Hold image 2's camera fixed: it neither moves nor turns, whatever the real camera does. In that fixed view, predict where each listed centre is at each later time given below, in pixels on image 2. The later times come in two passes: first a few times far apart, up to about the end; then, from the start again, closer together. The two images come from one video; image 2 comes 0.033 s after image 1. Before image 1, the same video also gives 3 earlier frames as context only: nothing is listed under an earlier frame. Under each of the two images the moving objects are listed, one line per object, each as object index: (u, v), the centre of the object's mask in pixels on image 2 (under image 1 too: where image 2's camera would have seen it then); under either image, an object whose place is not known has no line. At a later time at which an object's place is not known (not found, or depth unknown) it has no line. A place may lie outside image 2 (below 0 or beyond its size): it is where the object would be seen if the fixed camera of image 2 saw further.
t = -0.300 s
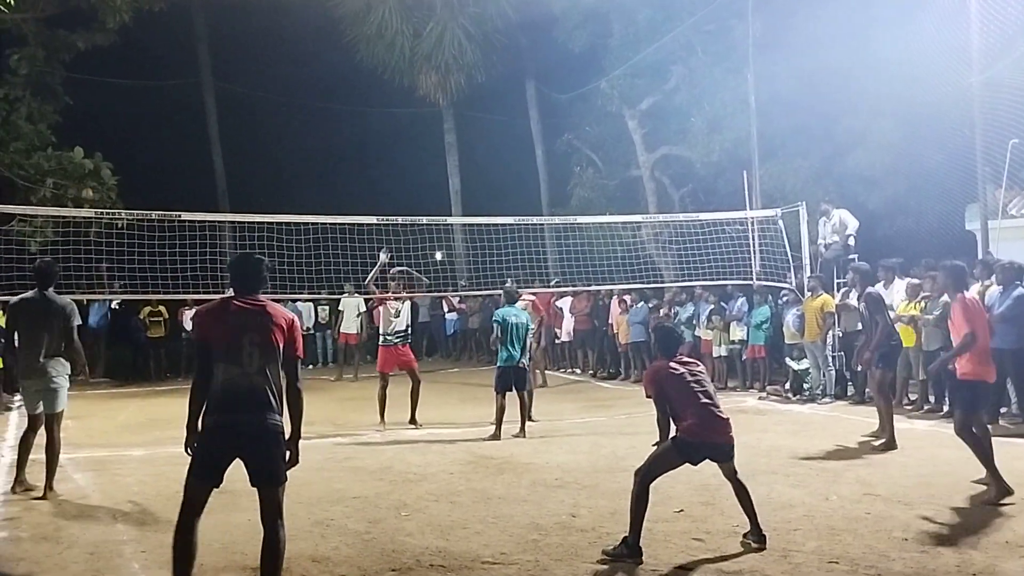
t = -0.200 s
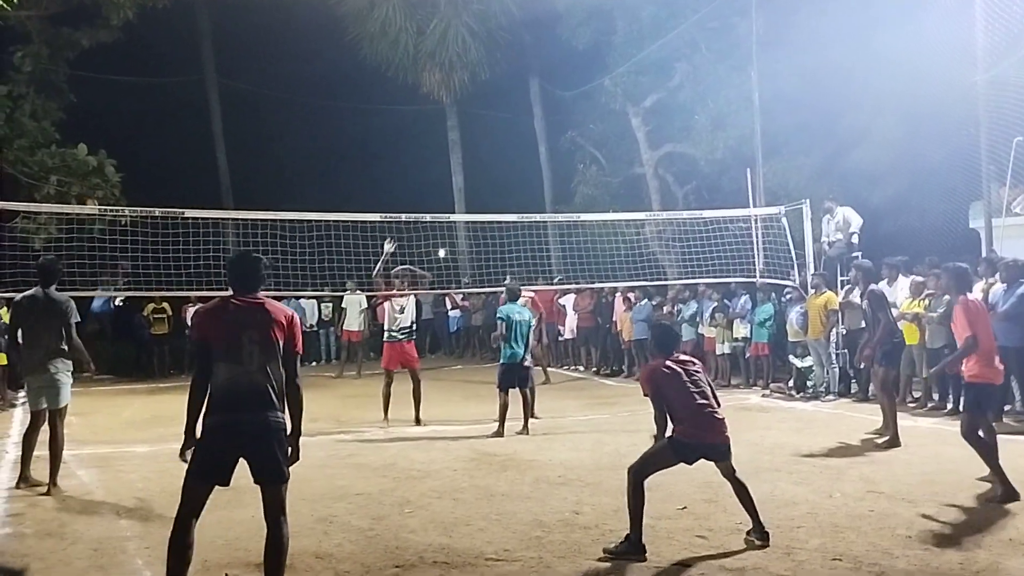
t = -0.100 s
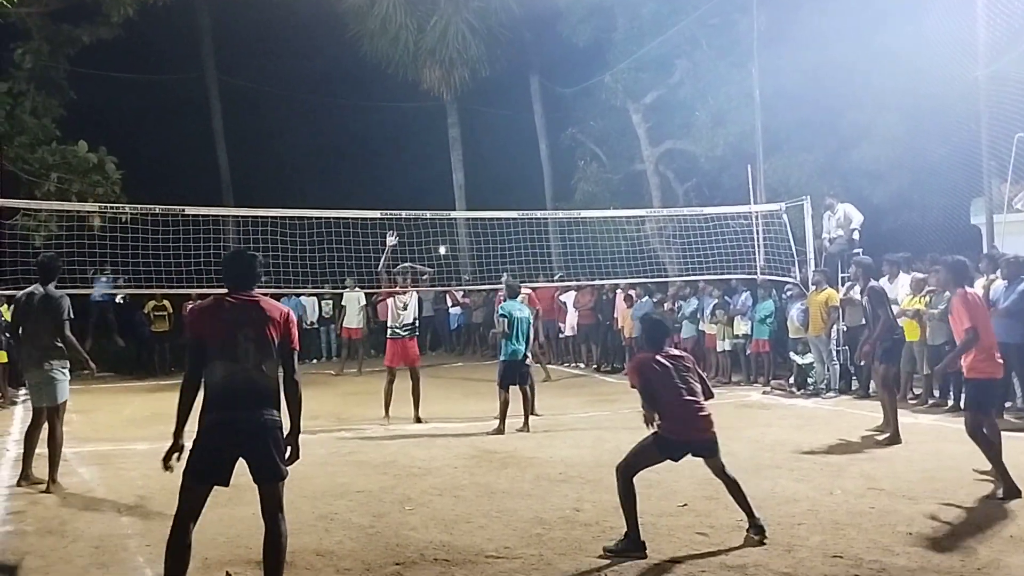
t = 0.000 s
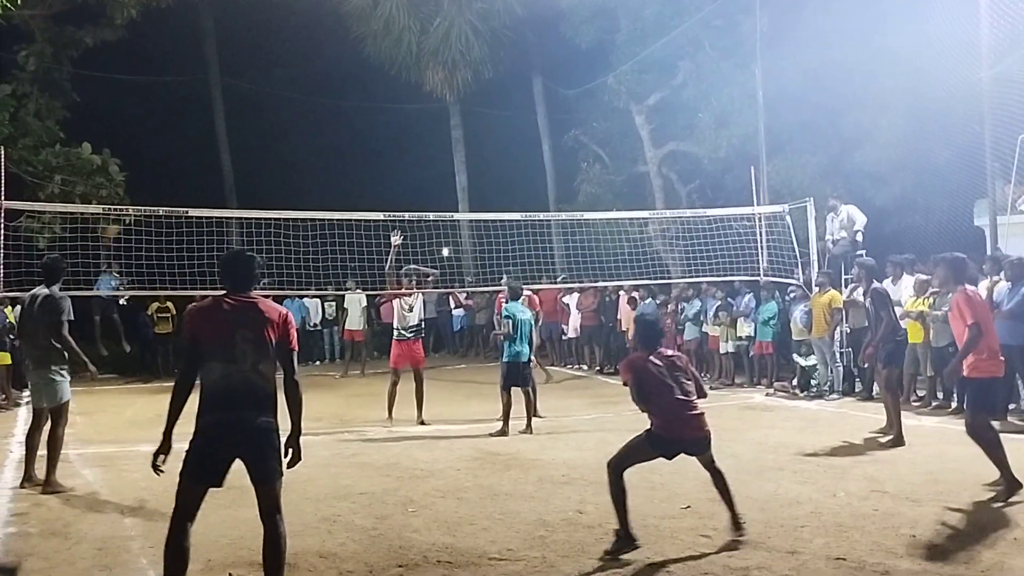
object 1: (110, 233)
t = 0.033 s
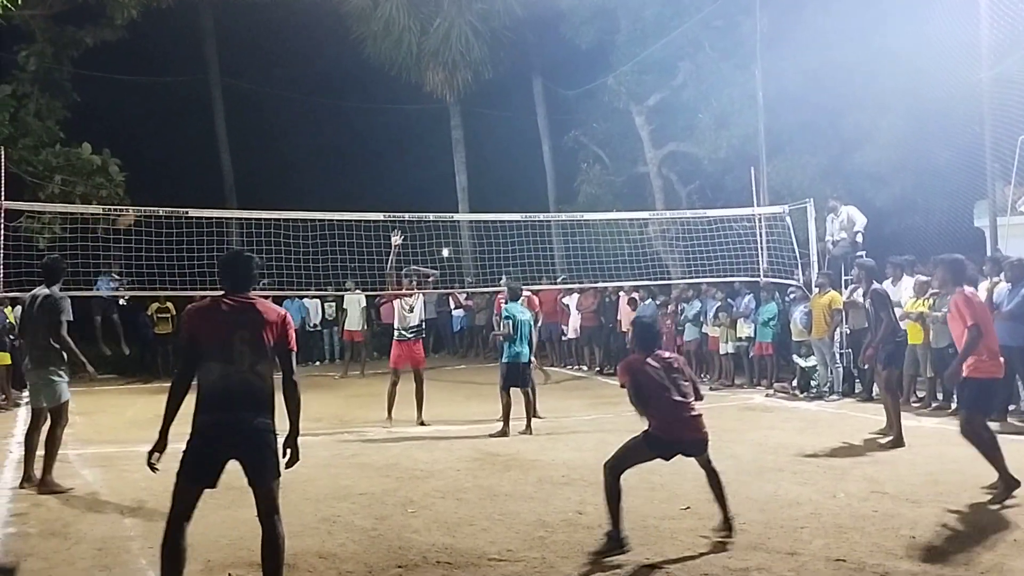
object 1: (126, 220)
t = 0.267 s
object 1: (240, 181)
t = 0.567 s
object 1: (486, 220)
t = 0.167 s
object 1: (185, 192)
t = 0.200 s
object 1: (201, 187)
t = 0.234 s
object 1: (221, 183)
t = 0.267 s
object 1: (240, 181)
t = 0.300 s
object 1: (260, 179)
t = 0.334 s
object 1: (283, 178)
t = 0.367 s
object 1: (307, 179)
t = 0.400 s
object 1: (332, 182)
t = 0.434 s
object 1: (358, 185)
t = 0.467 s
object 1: (387, 191)
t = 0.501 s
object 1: (417, 199)
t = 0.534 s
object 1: (447, 206)
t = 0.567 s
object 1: (486, 220)
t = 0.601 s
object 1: (519, 233)
